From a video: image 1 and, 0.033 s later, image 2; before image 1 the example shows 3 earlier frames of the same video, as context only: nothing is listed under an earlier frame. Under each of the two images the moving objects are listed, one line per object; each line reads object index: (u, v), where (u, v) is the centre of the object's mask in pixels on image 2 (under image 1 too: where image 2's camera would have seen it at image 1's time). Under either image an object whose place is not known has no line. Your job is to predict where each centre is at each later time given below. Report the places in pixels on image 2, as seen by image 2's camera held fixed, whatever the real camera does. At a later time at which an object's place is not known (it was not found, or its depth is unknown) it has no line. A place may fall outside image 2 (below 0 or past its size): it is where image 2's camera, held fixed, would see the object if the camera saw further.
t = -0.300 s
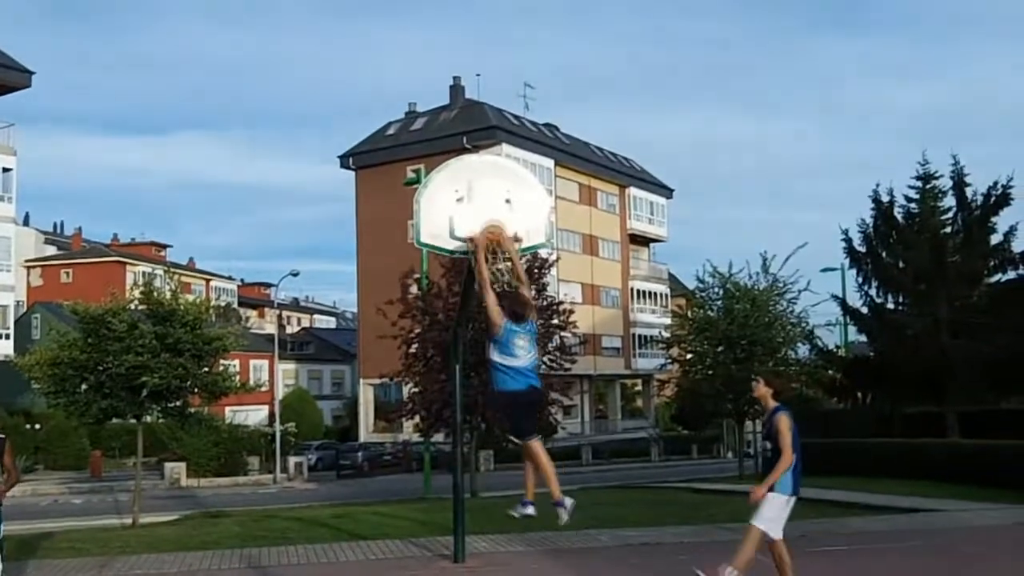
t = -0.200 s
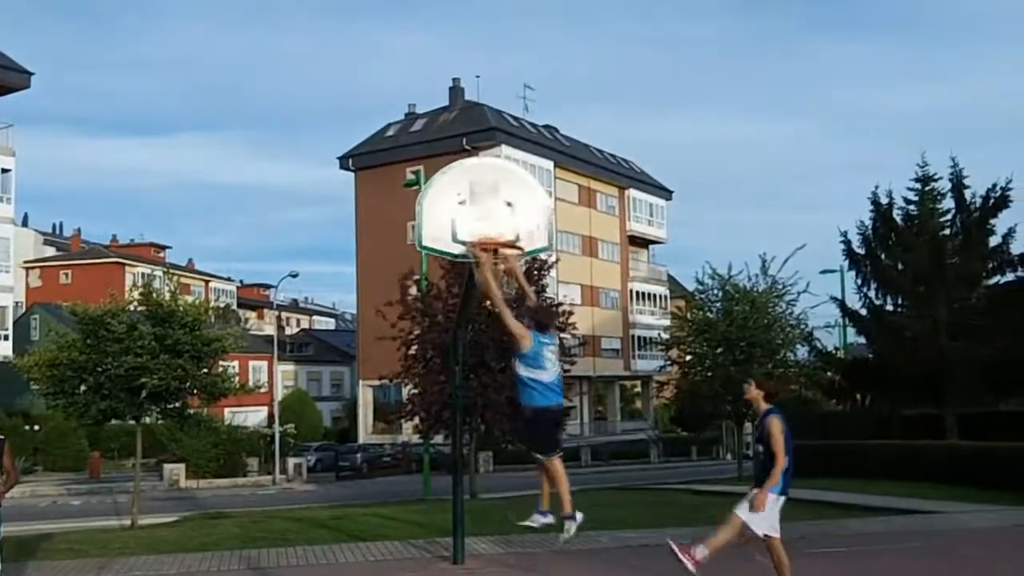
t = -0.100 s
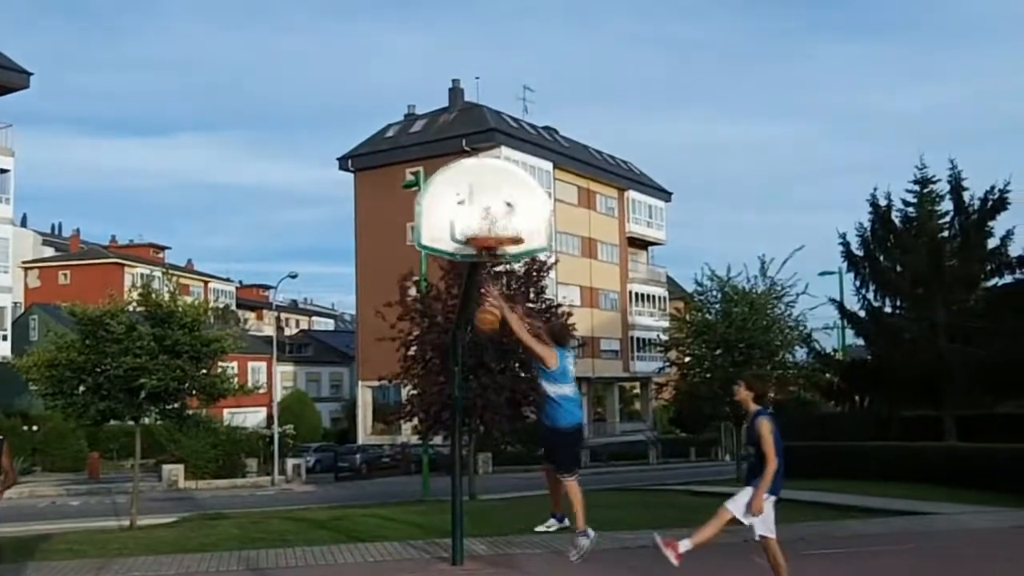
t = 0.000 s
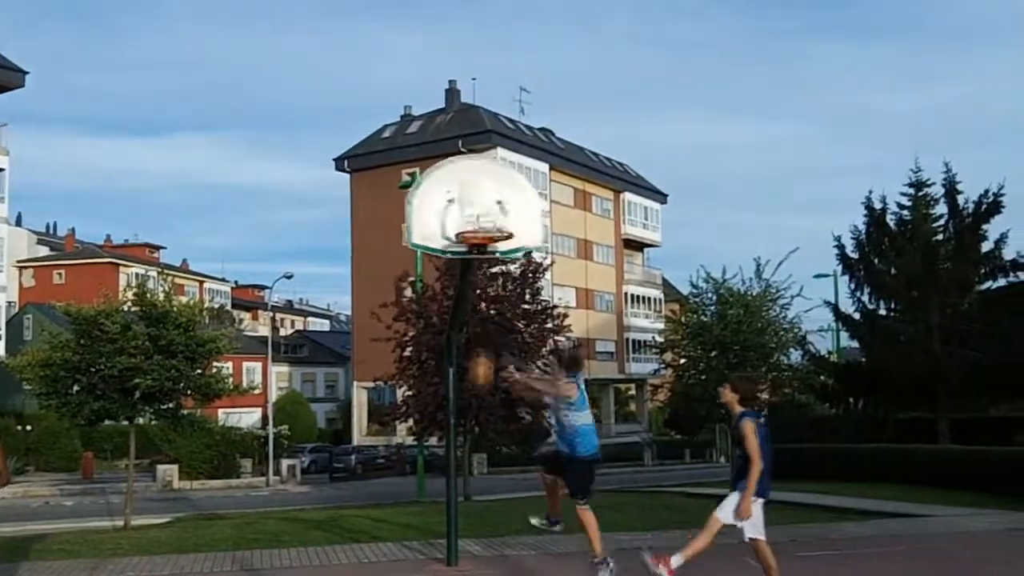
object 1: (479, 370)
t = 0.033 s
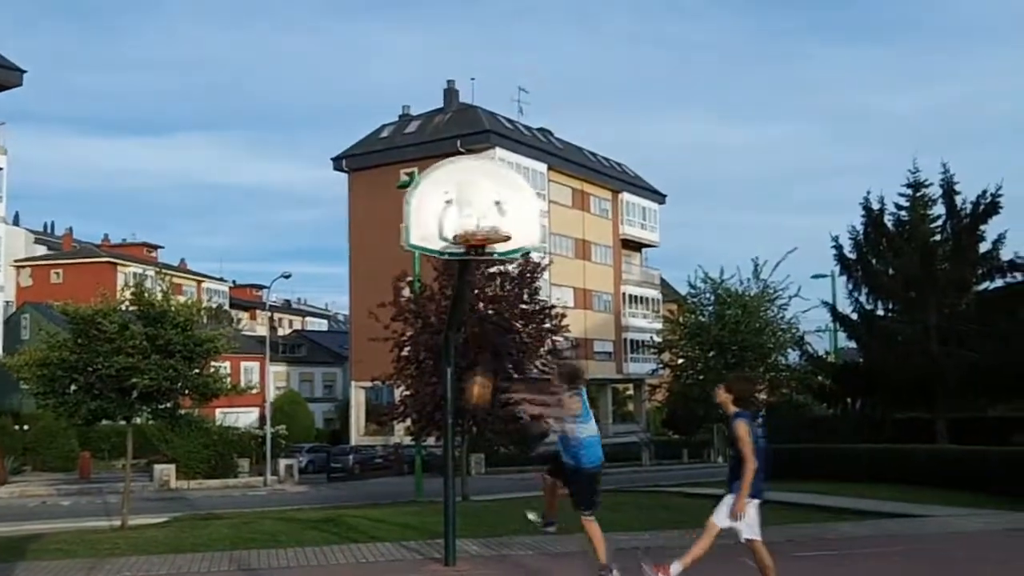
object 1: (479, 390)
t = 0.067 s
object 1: (477, 411)
